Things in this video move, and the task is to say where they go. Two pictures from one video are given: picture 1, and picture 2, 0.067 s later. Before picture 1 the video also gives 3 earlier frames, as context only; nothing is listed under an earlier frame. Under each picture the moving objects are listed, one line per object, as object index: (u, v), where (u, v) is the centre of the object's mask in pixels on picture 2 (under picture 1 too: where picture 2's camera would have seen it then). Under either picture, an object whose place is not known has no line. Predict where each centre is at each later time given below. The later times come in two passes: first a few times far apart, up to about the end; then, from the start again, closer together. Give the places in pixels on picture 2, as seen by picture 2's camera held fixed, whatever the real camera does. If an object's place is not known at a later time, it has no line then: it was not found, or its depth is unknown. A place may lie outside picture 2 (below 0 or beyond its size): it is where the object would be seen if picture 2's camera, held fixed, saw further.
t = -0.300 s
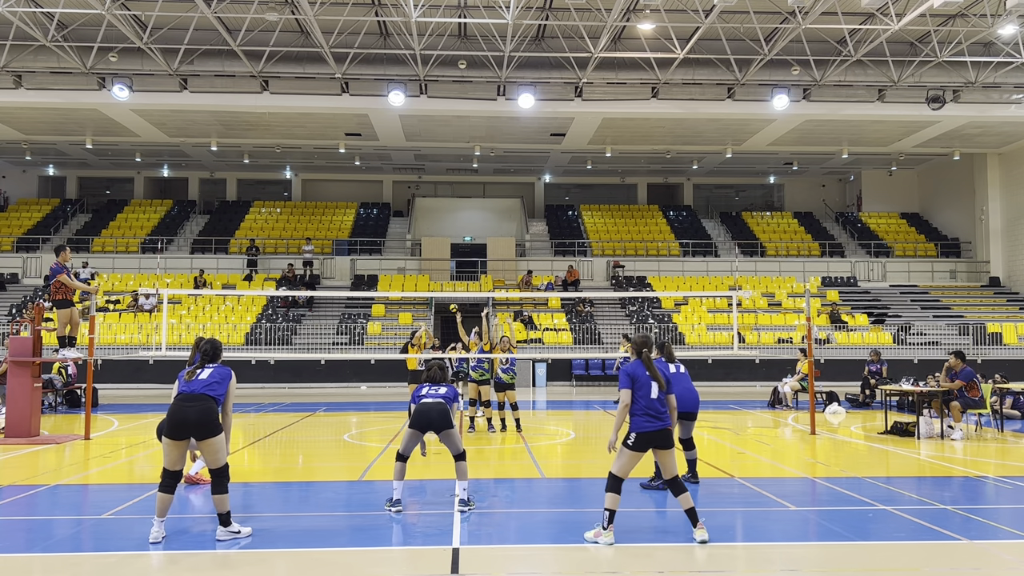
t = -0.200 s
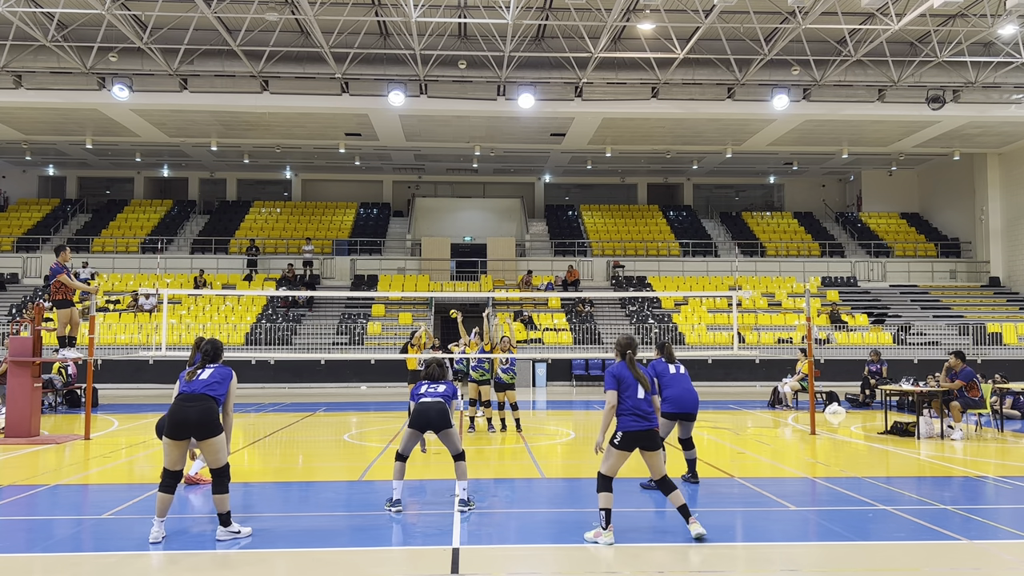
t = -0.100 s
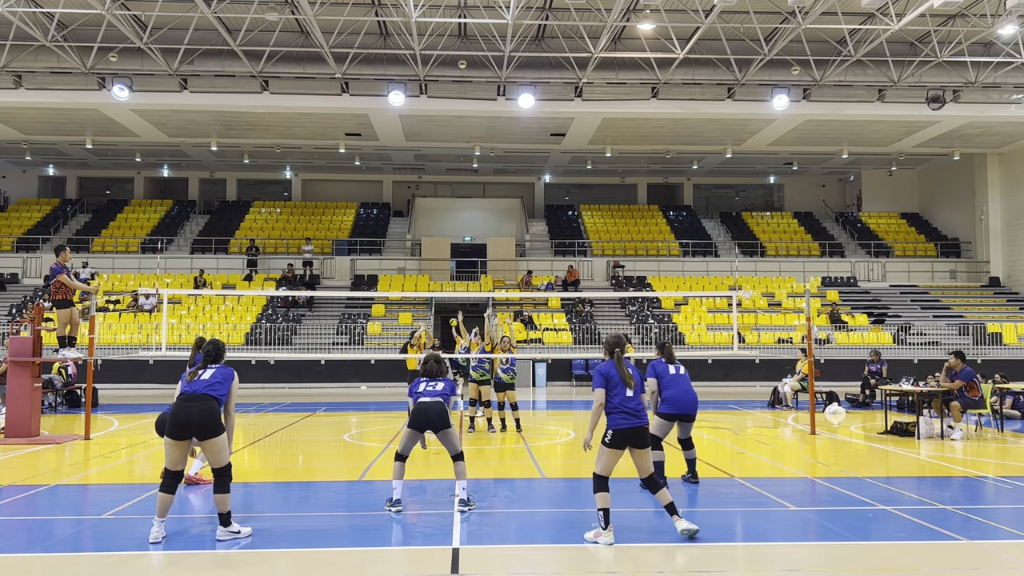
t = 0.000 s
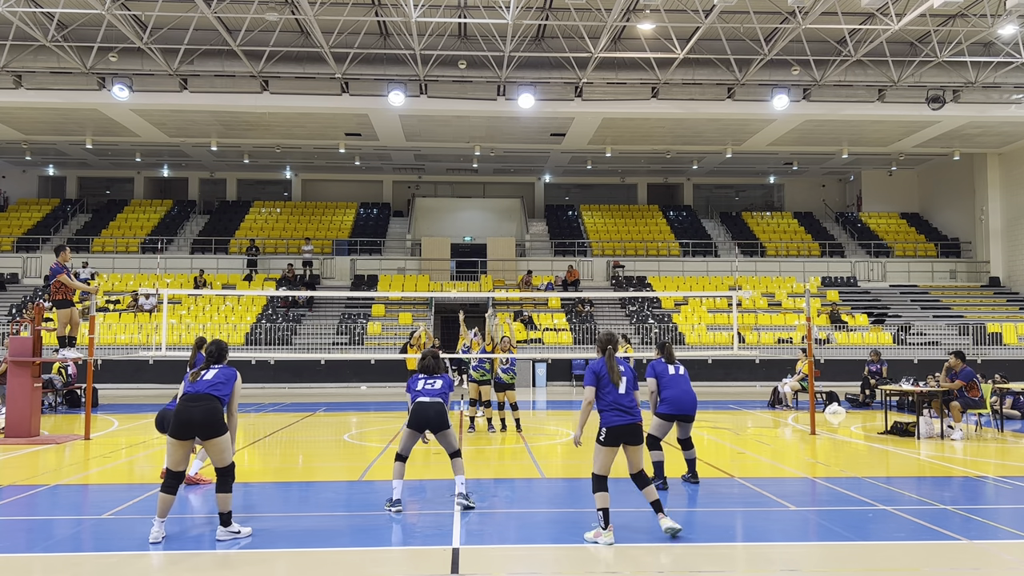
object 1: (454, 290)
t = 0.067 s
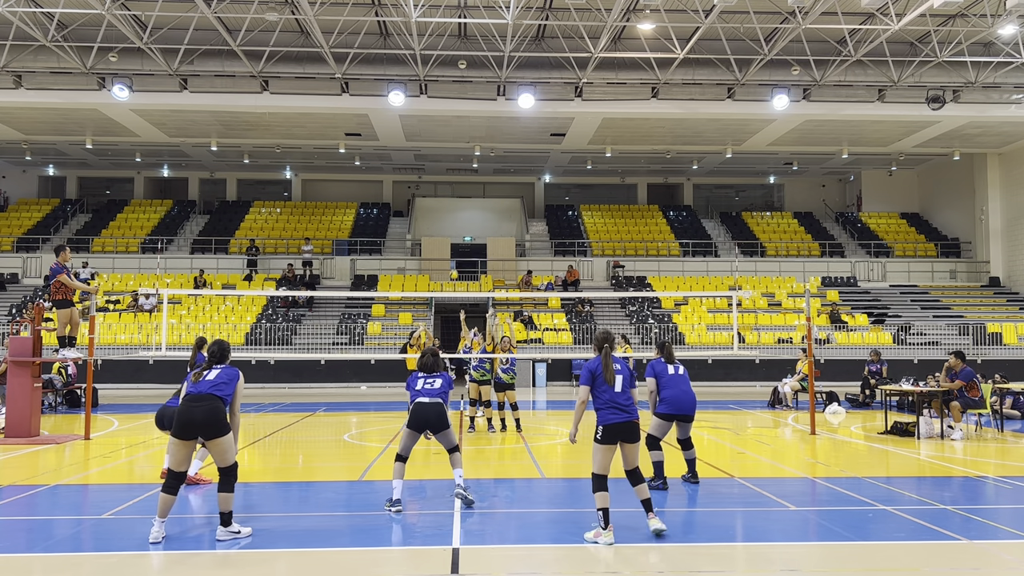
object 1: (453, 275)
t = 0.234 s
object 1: (453, 228)
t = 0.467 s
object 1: (450, 170)
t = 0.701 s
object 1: (447, 126)
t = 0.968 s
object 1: (441, 106)
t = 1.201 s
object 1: (432, 142)
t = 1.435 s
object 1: (419, 270)
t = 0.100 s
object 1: (453, 265)
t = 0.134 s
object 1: (453, 256)
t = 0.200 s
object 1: (453, 237)
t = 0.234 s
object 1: (453, 228)
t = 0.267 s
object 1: (452, 220)
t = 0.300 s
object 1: (452, 211)
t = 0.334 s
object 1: (452, 202)
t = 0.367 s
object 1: (451, 194)
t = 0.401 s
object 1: (451, 186)
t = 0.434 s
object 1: (450, 178)
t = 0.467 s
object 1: (450, 170)
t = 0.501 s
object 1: (449, 163)
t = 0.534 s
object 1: (449, 156)
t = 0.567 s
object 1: (448, 149)
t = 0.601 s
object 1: (448, 142)
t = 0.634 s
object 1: (448, 137)
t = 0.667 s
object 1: (447, 131)
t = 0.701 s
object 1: (447, 126)
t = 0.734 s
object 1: (446, 121)
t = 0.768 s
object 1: (445, 117)
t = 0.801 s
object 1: (445, 114)
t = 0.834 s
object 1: (444, 111)
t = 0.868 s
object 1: (443, 108)
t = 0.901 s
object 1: (443, 107)
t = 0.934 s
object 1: (442, 106)
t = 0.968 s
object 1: (441, 106)
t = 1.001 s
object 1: (440, 108)
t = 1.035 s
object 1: (439, 110)
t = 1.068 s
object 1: (437, 114)
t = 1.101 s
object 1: (436, 118)
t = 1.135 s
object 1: (435, 124)
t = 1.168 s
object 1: (434, 132)
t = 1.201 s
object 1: (432, 142)
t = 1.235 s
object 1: (431, 153)
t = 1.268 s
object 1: (429, 166)
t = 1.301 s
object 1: (428, 181)
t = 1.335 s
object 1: (426, 199)
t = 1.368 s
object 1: (423, 220)
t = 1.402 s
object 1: (421, 243)
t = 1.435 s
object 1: (419, 270)
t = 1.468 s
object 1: (417, 303)
